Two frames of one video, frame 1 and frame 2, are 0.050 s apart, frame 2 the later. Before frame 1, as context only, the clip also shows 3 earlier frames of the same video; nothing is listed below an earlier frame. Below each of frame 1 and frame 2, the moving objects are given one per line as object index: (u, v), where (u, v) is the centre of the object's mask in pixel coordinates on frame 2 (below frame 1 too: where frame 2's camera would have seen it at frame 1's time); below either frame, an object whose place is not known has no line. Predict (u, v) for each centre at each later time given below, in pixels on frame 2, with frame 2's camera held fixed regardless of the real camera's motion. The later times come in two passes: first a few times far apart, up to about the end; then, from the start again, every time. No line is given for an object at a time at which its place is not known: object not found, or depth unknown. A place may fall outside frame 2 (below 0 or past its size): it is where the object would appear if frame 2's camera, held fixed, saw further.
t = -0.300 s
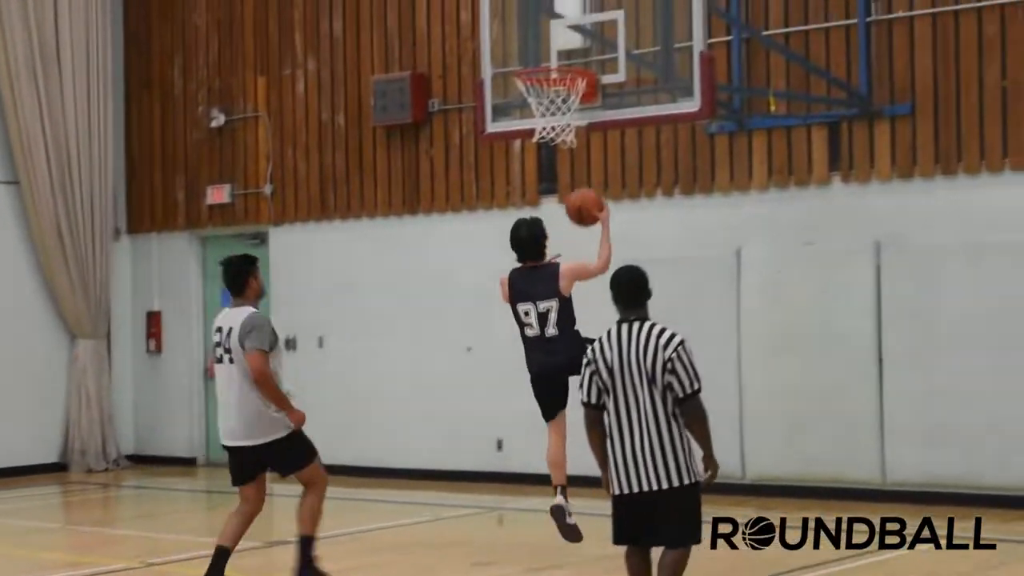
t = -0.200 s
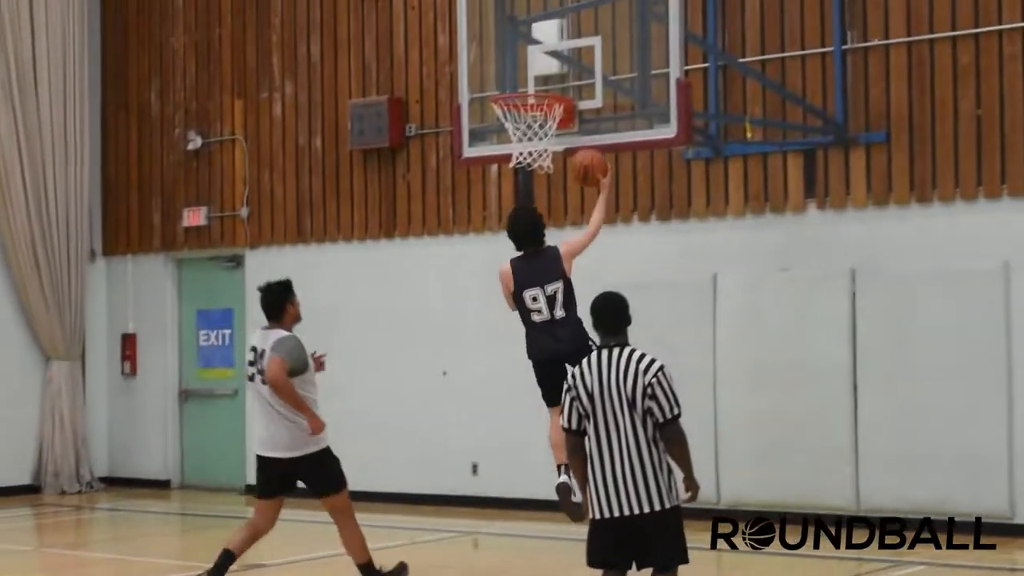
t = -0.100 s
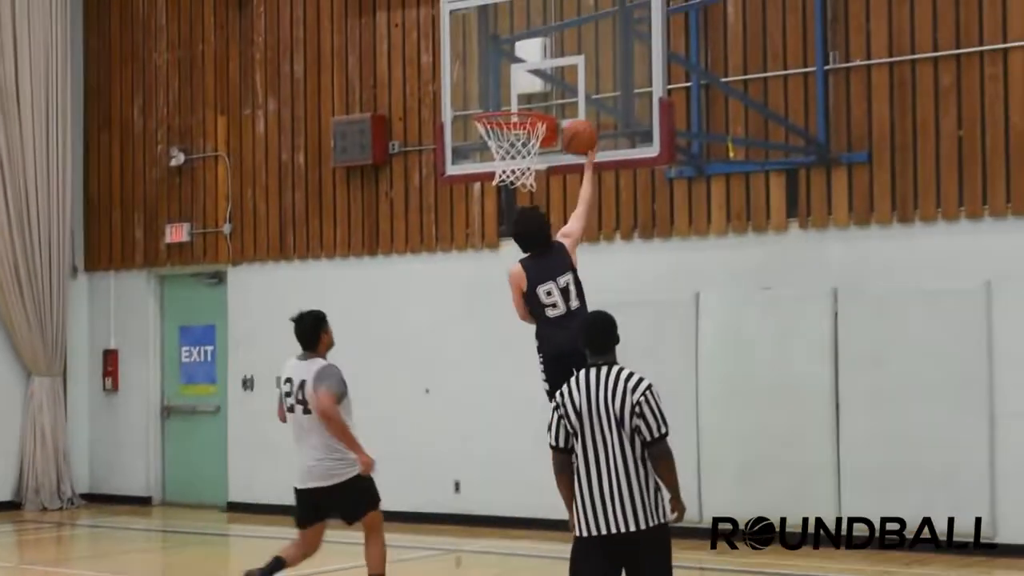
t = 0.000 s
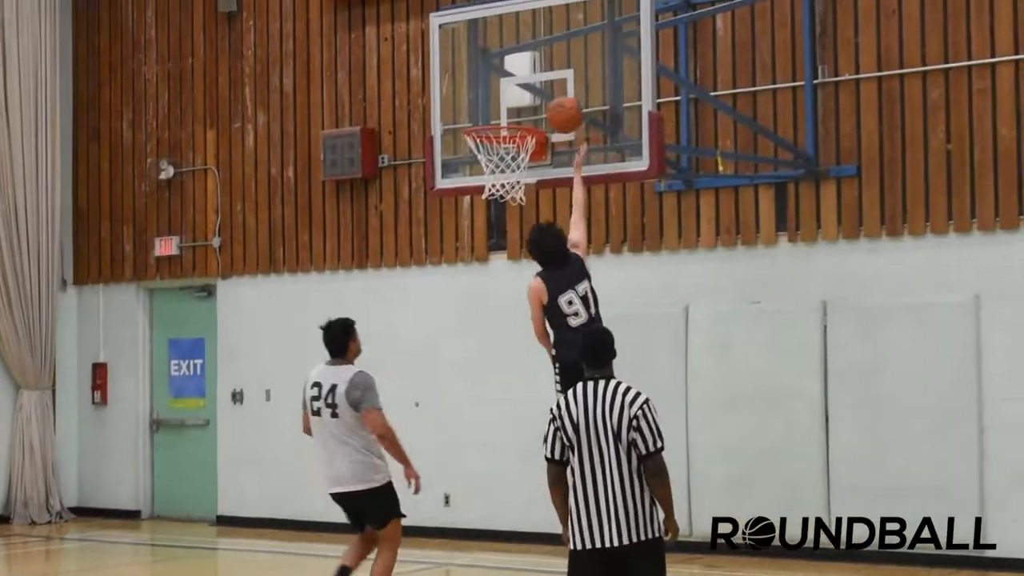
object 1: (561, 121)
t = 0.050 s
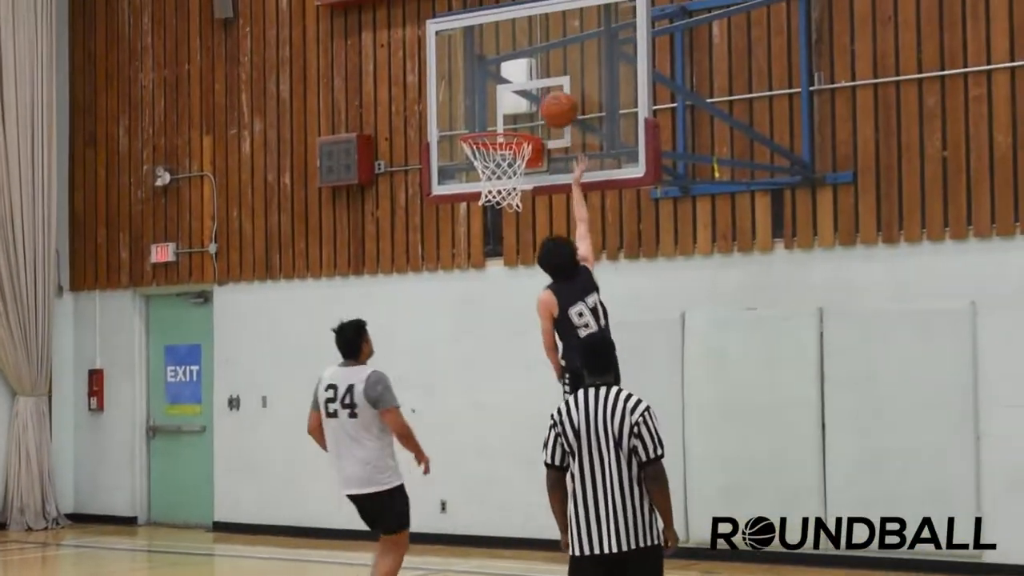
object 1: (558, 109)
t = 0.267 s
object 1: (522, 101)
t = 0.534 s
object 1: (475, 179)
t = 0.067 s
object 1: (558, 106)
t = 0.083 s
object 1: (557, 104)
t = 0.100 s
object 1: (555, 101)
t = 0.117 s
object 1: (551, 99)
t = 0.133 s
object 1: (548, 98)
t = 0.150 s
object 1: (544, 97)
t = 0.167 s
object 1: (542, 96)
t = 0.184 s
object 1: (538, 97)
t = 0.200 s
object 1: (535, 97)
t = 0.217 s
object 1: (531, 97)
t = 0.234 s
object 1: (528, 98)
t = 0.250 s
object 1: (525, 100)
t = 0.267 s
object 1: (522, 101)
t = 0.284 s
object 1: (518, 103)
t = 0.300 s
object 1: (515, 106)
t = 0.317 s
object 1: (512, 109)
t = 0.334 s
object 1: (509, 112)
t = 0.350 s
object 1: (505, 116)
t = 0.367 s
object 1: (502, 119)
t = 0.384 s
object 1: (498, 122)
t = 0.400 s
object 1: (496, 124)
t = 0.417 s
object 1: (492, 130)
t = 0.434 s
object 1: (489, 141)
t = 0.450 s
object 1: (484, 147)
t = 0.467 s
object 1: (483, 154)
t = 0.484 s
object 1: (481, 159)
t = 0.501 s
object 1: (478, 167)
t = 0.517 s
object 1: (477, 174)
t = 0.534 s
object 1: (475, 179)
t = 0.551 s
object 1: (474, 181)
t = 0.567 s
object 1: (475, 193)
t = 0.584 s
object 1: (475, 193)
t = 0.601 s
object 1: (474, 196)
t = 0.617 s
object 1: (474, 202)
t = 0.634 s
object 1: (474, 208)
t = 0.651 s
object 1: (474, 214)
